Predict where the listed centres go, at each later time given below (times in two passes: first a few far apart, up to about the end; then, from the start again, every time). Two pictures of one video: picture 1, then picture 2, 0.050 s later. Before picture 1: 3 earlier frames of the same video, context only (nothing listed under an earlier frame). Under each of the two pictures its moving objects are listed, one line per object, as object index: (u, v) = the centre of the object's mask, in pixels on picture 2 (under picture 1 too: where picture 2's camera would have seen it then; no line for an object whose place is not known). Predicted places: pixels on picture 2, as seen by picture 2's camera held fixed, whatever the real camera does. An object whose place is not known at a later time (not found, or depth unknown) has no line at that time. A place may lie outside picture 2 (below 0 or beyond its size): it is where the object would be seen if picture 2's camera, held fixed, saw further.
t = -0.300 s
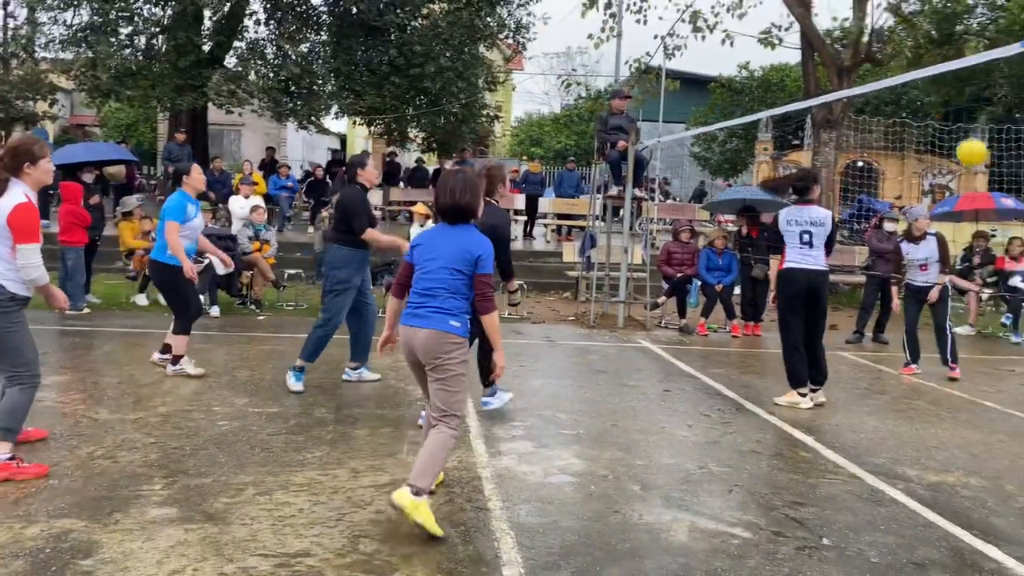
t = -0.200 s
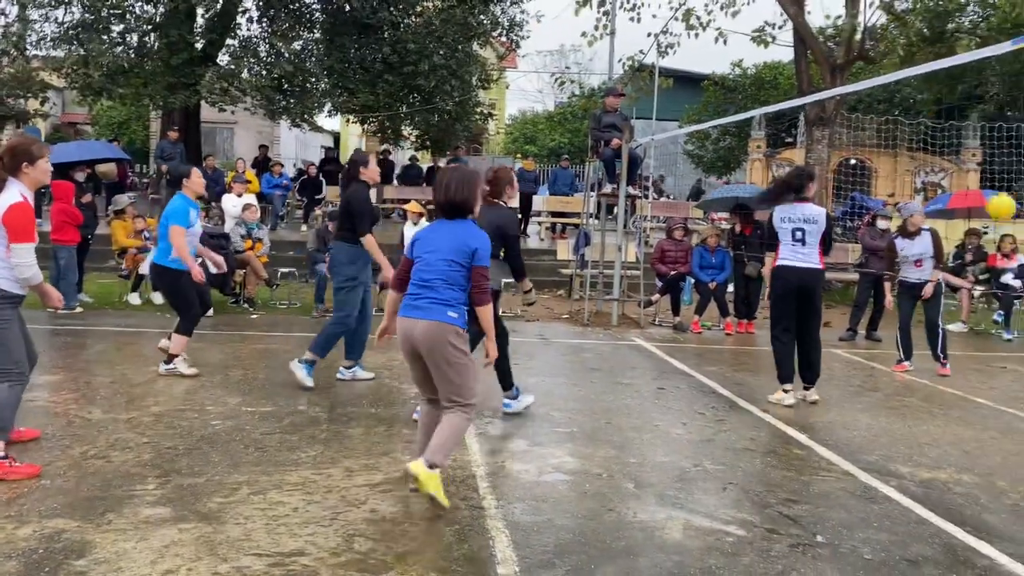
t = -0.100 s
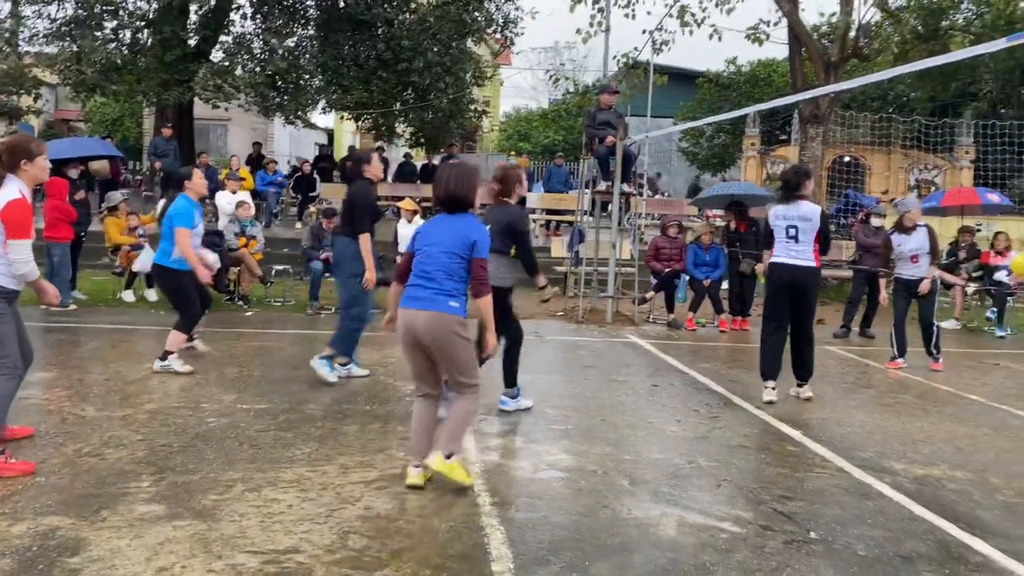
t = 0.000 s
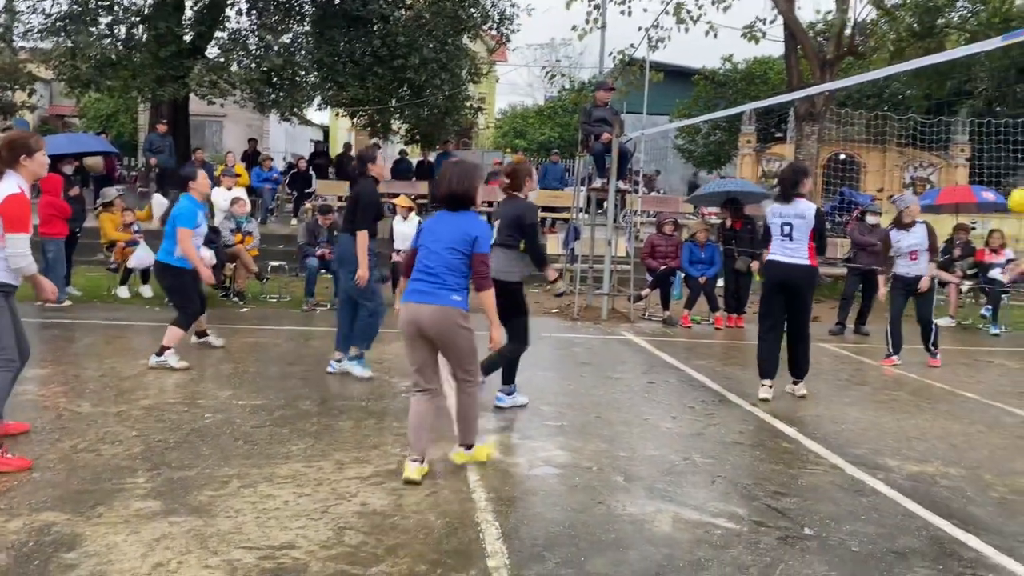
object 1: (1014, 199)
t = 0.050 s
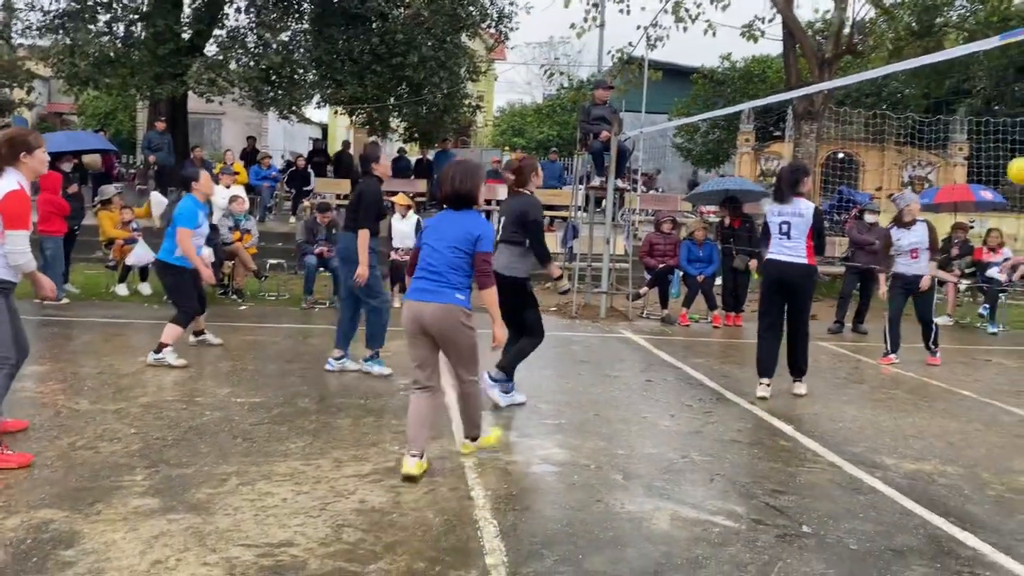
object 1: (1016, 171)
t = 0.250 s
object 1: (1019, 80)
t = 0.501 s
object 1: (1015, 20)
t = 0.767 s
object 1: (996, 55)
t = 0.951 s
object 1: (974, 131)
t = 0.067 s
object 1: (1016, 162)
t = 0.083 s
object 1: (1016, 153)
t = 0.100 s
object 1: (1016, 145)
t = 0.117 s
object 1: (1016, 137)
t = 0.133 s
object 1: (1017, 129)
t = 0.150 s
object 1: (1017, 121)
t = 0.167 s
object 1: (1018, 114)
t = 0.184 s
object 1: (1018, 106)
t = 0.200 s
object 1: (1018, 99)
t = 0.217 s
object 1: (1018, 92)
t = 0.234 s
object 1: (1018, 86)
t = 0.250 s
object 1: (1019, 80)
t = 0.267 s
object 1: (1019, 73)
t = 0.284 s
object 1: (1019, 68)
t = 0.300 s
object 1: (1019, 62)
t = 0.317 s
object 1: (1019, 57)
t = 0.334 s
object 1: (1019, 53)
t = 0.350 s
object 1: (1019, 50)
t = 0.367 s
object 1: (1019, 48)
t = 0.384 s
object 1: (1019, 46)
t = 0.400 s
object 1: (1020, 39)
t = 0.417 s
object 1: (1020, 37)
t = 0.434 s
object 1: (1017, 29)
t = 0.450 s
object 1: (1017, 26)
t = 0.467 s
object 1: (1017, 22)
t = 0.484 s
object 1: (1015, 21)
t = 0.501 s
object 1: (1015, 20)
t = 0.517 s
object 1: (1014, 19)
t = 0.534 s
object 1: (1013, 19)
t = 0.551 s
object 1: (1012, 19)
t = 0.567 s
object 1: (1011, 19)
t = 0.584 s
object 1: (1010, 19)
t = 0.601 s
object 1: (1009, 20)
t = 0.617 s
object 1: (1007, 20)
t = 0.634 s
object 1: (1006, 21)
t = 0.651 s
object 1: (1005, 23)
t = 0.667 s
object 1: (1003, 24)
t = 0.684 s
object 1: (1003, 30)
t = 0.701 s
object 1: (1001, 33)
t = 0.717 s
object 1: (1000, 41)
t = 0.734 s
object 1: (999, 45)
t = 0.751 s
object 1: (998, 52)
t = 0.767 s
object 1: (996, 55)
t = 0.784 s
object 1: (993, 58)
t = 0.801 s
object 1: (992, 62)
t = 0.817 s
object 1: (990, 68)
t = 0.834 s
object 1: (988, 74)
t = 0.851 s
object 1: (986, 81)
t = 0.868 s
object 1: (984, 88)
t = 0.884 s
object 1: (981, 96)
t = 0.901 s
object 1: (979, 104)
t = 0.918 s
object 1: (977, 113)
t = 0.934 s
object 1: (975, 122)
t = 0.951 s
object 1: (974, 131)
